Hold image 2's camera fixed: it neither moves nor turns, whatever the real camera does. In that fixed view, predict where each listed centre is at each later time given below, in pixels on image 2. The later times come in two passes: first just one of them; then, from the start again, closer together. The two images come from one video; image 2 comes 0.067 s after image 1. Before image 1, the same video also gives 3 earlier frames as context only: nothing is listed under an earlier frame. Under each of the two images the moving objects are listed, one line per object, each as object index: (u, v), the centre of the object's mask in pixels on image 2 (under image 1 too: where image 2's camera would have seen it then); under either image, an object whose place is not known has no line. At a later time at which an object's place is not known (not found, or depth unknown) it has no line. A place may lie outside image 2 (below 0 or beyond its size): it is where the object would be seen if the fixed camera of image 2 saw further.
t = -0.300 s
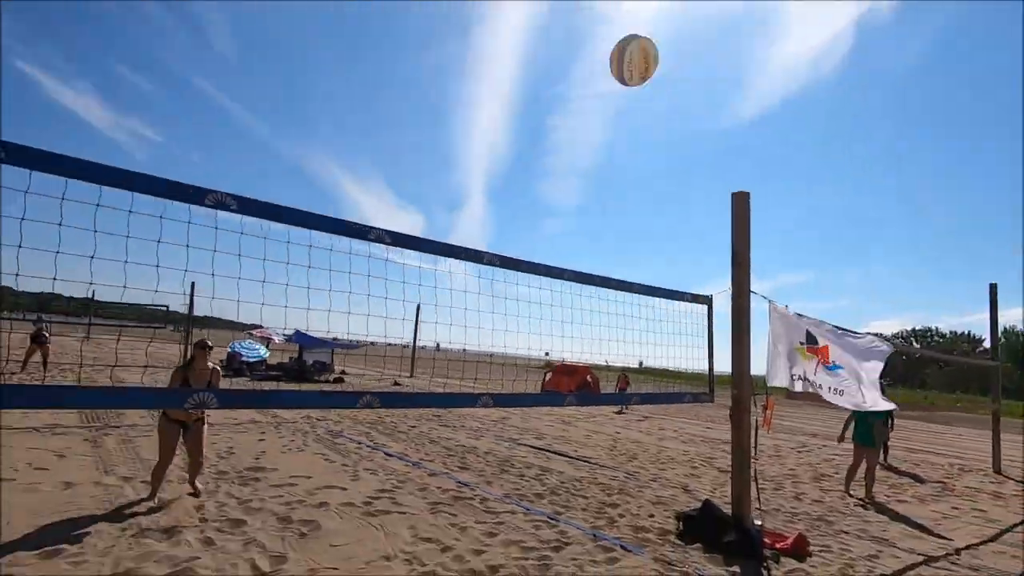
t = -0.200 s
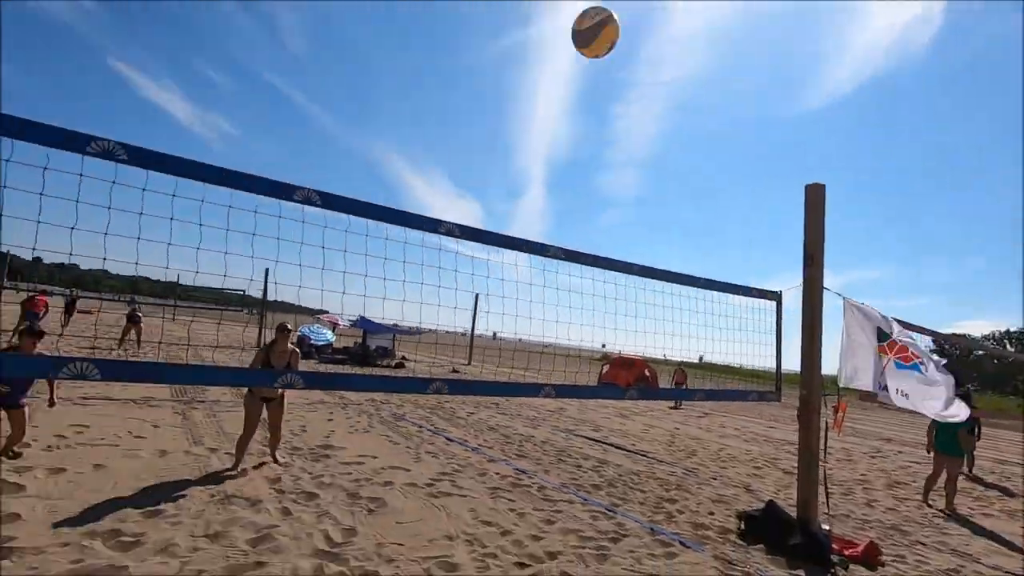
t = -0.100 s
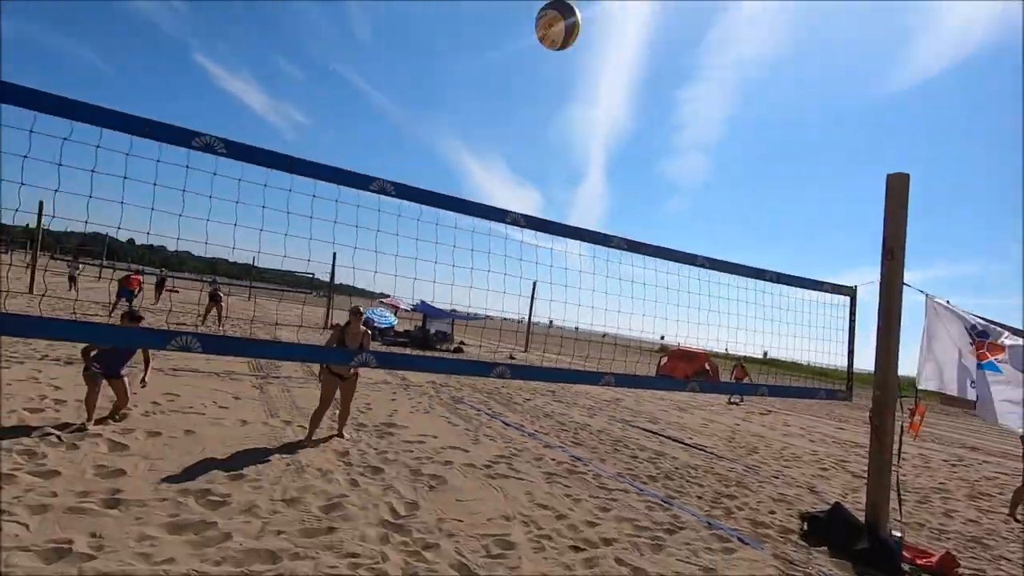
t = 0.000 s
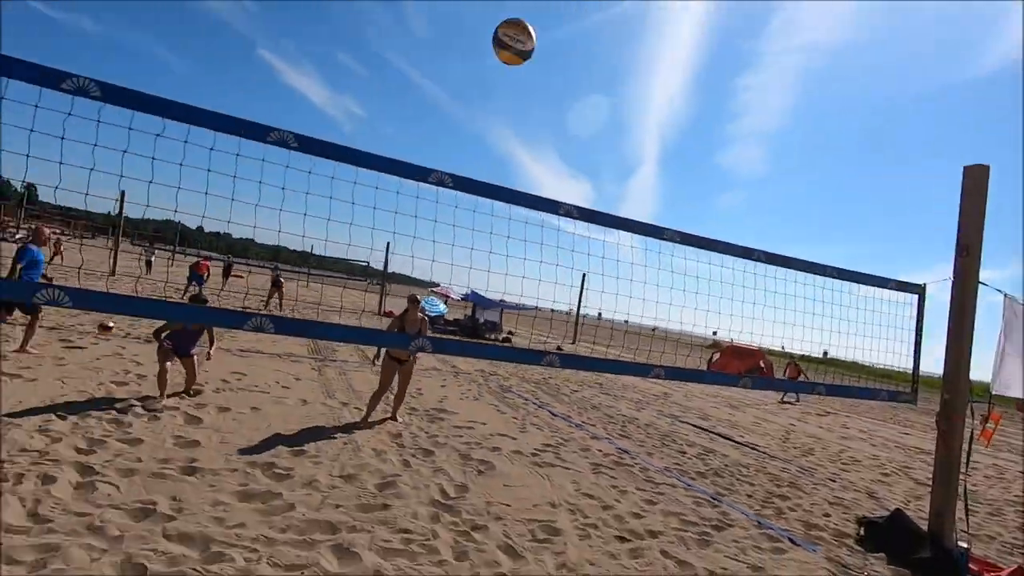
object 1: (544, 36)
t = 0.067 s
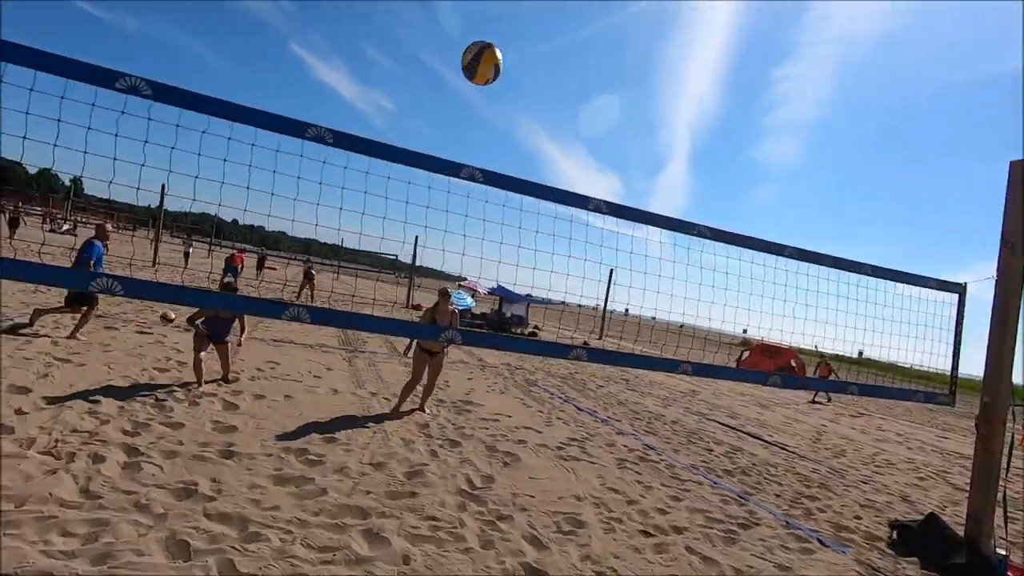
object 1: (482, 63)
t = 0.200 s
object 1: (368, 127)
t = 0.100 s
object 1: (452, 79)
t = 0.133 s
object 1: (423, 95)
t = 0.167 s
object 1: (395, 113)
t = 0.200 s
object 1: (368, 127)
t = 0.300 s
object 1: (288, 193)
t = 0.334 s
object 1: (262, 218)
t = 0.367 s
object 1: (237, 241)
